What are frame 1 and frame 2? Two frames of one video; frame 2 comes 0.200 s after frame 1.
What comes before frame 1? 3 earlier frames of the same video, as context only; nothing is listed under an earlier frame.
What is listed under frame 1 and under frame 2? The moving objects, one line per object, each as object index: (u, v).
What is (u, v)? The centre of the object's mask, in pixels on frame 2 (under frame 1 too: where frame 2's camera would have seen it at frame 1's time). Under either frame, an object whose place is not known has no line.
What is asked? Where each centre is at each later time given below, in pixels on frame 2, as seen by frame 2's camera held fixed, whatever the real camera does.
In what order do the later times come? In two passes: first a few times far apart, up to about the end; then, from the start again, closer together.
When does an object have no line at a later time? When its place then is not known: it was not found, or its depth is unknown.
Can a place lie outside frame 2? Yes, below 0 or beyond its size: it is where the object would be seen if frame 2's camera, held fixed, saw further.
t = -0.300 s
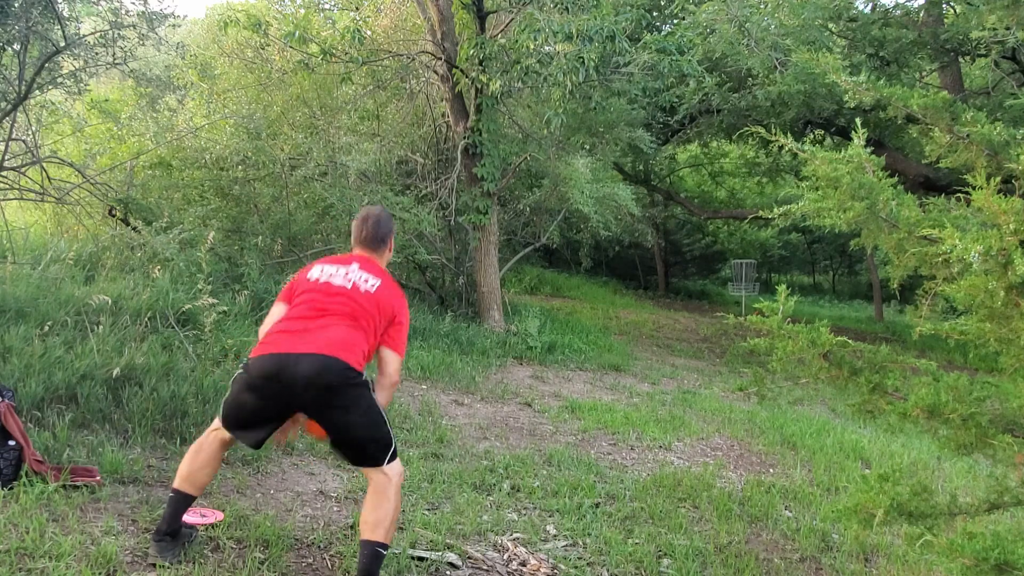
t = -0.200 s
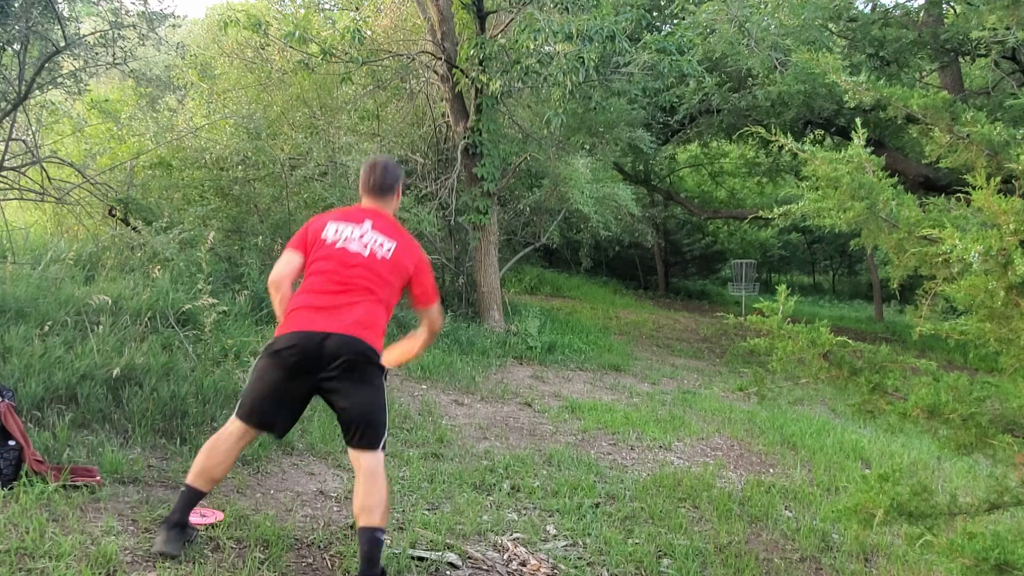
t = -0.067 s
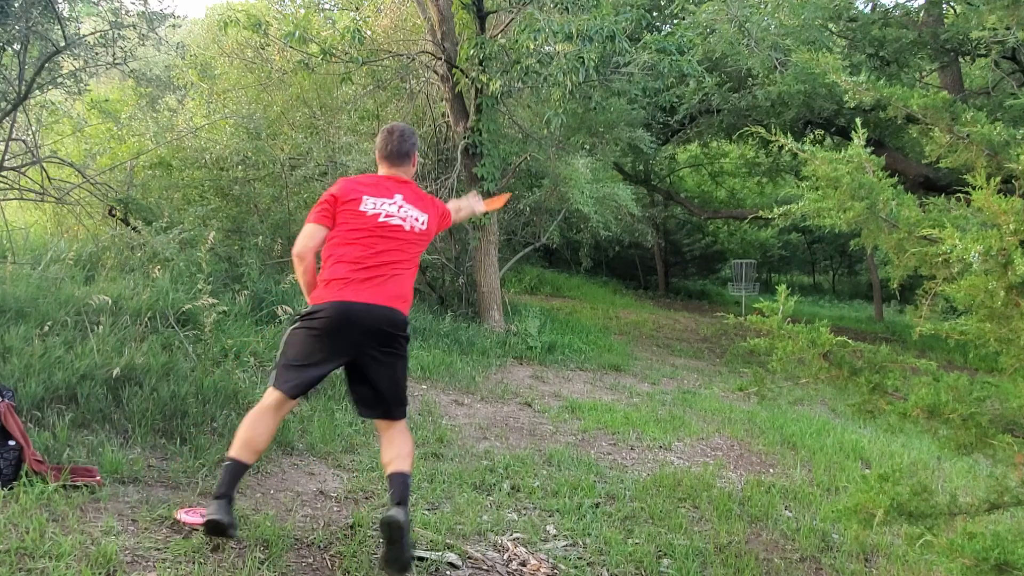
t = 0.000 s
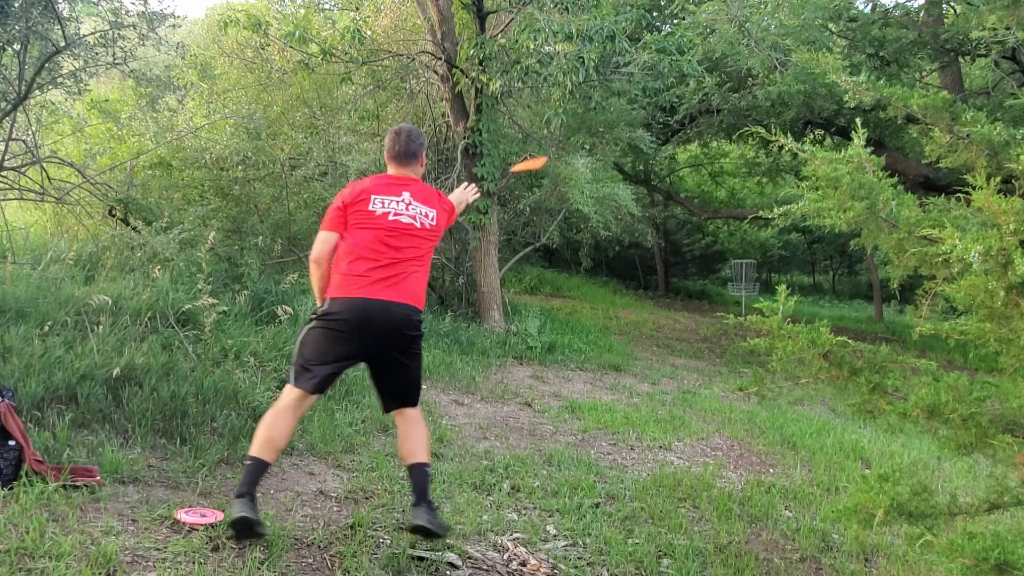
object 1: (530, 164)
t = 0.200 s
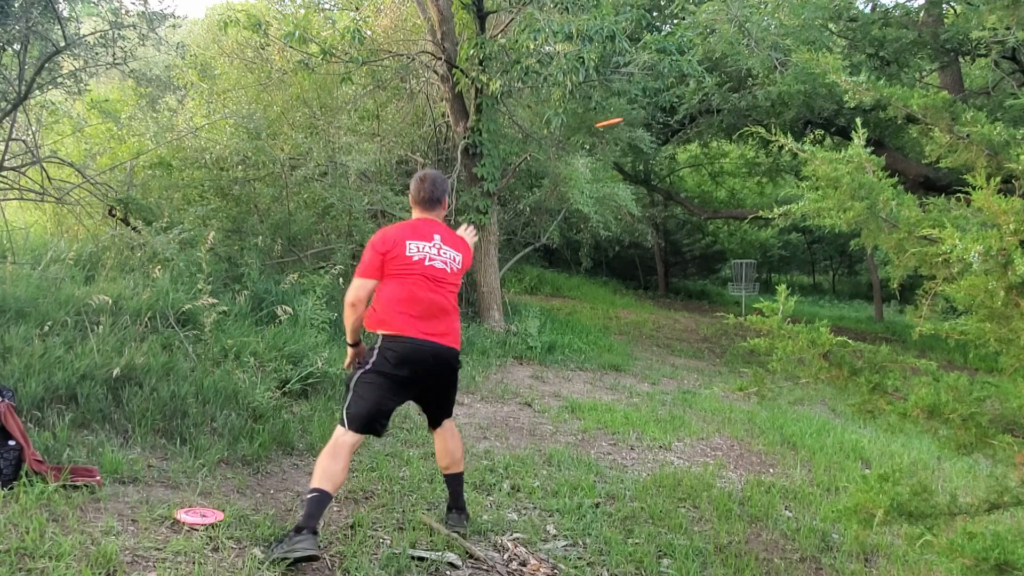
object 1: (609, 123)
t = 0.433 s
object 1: (662, 132)
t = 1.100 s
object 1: (722, 203)
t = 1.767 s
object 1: (705, 266)
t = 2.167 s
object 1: (672, 302)
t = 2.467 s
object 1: (667, 298)
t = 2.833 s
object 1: (651, 296)
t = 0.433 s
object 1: (662, 132)
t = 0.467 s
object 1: (668, 135)
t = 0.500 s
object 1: (673, 138)
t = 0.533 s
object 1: (677, 141)
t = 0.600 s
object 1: (686, 149)
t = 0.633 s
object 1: (690, 152)
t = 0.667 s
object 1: (694, 156)
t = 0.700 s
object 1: (697, 160)
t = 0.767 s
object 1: (703, 167)
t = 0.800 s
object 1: (705, 171)
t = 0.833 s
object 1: (709, 175)
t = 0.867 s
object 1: (710, 178)
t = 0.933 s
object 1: (714, 185)
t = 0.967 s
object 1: (716, 189)
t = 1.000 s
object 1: (718, 192)
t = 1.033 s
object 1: (719, 196)
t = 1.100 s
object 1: (722, 203)
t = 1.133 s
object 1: (723, 206)
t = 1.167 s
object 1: (725, 209)
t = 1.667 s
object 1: (712, 256)
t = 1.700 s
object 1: (710, 259)
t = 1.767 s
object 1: (705, 266)
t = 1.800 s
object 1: (703, 269)
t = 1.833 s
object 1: (700, 273)
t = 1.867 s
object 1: (697, 276)
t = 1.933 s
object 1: (691, 283)
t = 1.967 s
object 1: (688, 287)
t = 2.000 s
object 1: (684, 291)
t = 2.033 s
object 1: (680, 295)
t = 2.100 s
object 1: (674, 302)
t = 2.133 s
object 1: (673, 303)
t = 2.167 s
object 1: (672, 302)
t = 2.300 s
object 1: (671, 299)
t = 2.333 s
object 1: (670, 299)
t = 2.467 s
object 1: (667, 298)
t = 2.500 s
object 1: (666, 297)
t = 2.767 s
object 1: (654, 296)
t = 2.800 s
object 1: (652, 296)
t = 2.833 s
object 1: (651, 296)
